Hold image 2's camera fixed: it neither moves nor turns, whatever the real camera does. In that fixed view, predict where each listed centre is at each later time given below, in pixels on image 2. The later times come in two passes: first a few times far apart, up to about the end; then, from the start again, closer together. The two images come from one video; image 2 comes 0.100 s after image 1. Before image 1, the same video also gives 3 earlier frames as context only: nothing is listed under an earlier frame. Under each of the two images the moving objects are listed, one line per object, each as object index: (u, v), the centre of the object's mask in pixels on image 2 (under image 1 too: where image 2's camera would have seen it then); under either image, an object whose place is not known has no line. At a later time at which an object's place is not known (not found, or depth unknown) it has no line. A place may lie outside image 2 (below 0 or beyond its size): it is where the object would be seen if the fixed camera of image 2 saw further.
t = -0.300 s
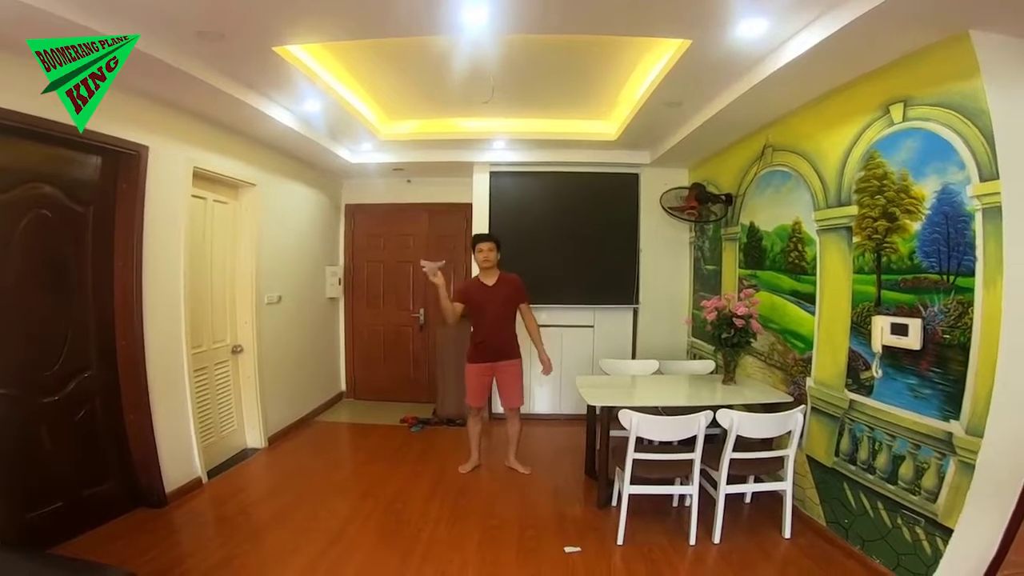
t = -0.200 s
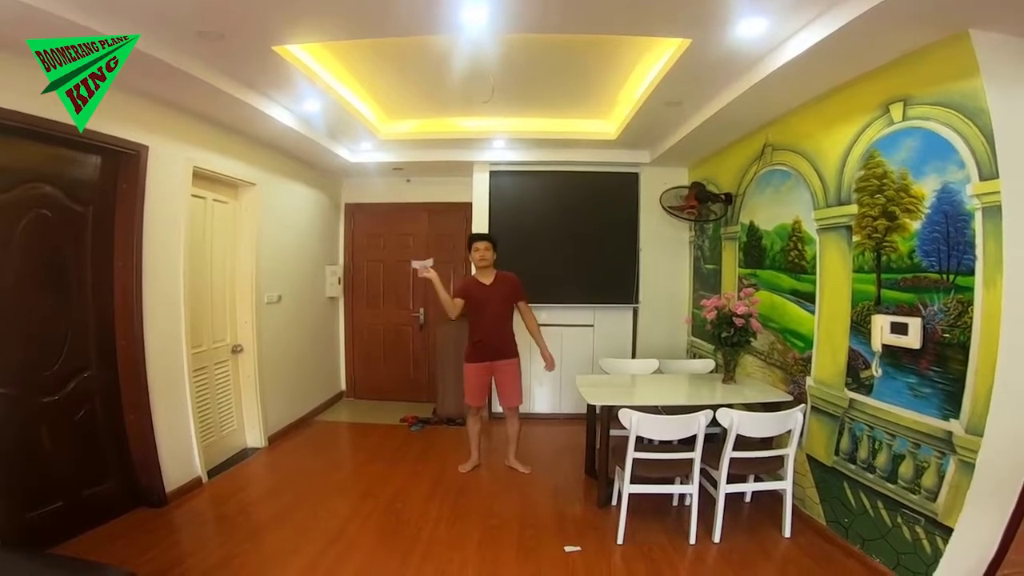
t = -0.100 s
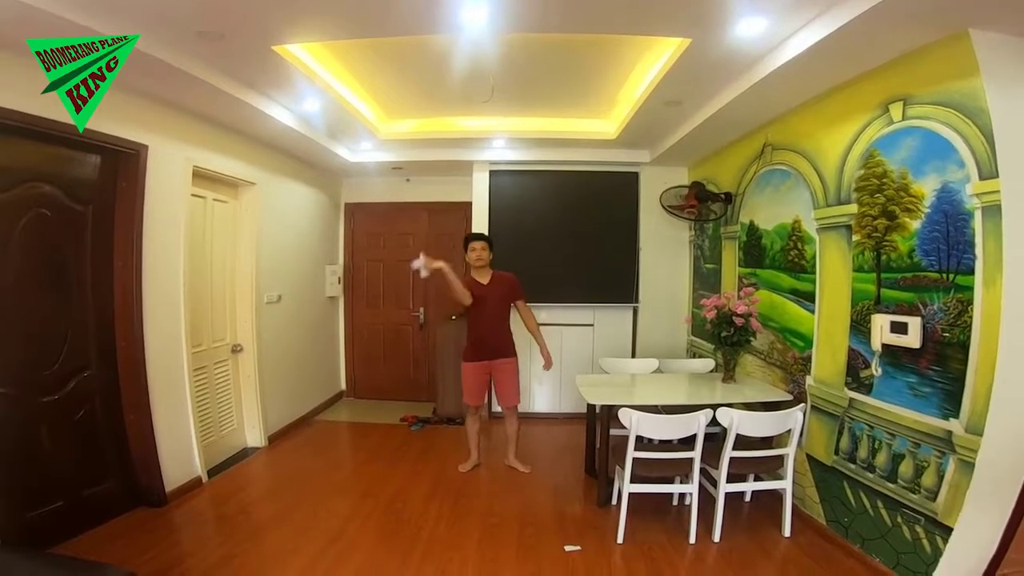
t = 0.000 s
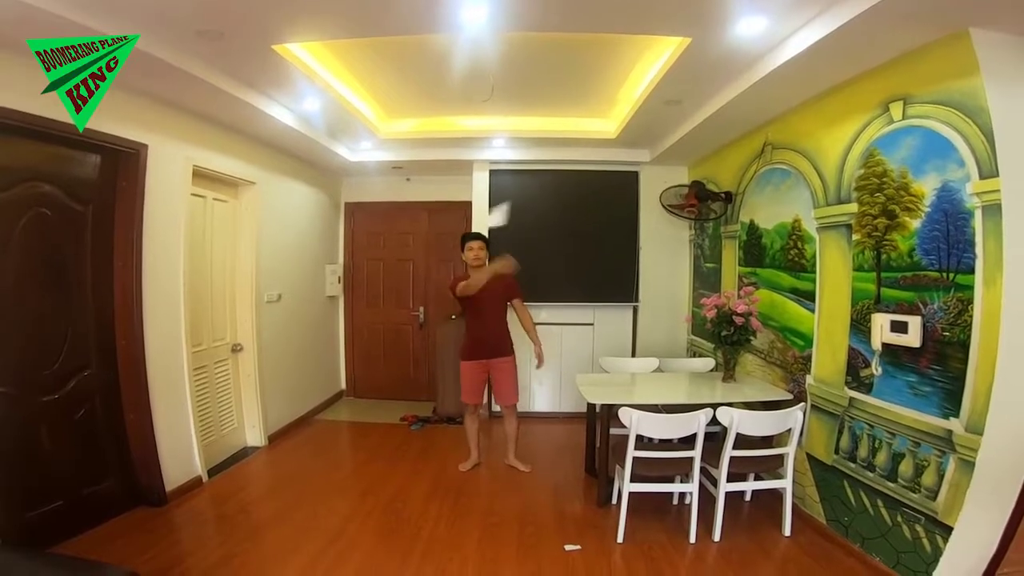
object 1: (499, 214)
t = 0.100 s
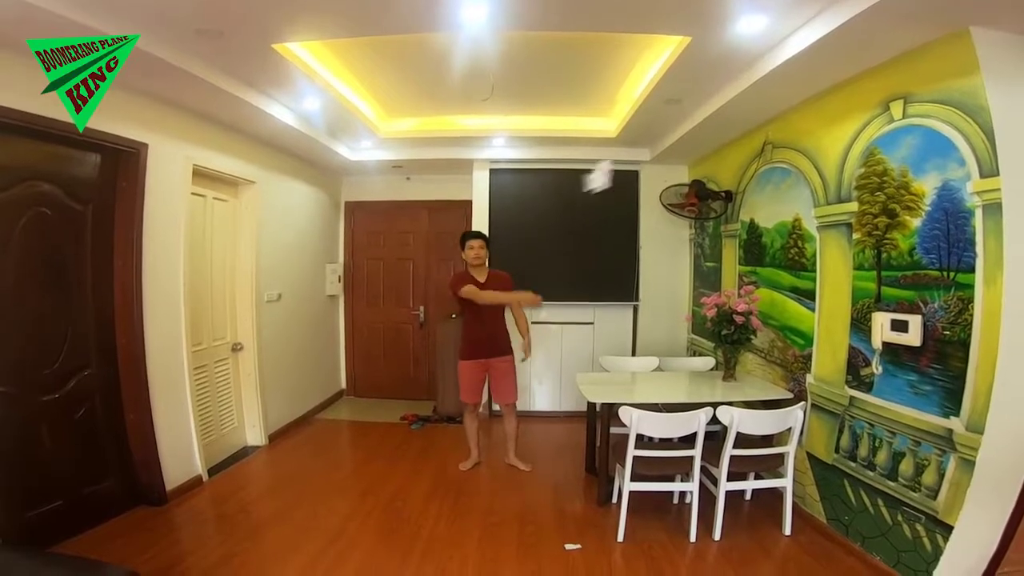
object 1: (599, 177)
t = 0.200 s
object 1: (658, 134)
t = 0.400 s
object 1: (482, 184)
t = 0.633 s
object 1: (345, 326)
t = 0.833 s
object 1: (372, 337)
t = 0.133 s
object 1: (630, 162)
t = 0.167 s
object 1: (650, 146)
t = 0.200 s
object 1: (658, 134)
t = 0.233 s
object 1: (653, 127)
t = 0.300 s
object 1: (609, 128)
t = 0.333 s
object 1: (571, 142)
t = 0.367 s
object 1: (530, 159)
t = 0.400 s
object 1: (482, 184)
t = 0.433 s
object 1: (439, 212)
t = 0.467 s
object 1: (405, 240)
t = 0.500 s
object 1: (378, 268)
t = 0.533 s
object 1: (362, 292)
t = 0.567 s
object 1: (357, 312)
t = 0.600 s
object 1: (348, 321)
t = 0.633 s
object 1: (345, 326)
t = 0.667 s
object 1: (347, 331)
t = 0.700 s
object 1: (351, 333)
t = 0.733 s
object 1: (356, 335)
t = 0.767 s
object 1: (361, 335)
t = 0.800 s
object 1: (366, 336)
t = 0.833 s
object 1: (372, 337)
